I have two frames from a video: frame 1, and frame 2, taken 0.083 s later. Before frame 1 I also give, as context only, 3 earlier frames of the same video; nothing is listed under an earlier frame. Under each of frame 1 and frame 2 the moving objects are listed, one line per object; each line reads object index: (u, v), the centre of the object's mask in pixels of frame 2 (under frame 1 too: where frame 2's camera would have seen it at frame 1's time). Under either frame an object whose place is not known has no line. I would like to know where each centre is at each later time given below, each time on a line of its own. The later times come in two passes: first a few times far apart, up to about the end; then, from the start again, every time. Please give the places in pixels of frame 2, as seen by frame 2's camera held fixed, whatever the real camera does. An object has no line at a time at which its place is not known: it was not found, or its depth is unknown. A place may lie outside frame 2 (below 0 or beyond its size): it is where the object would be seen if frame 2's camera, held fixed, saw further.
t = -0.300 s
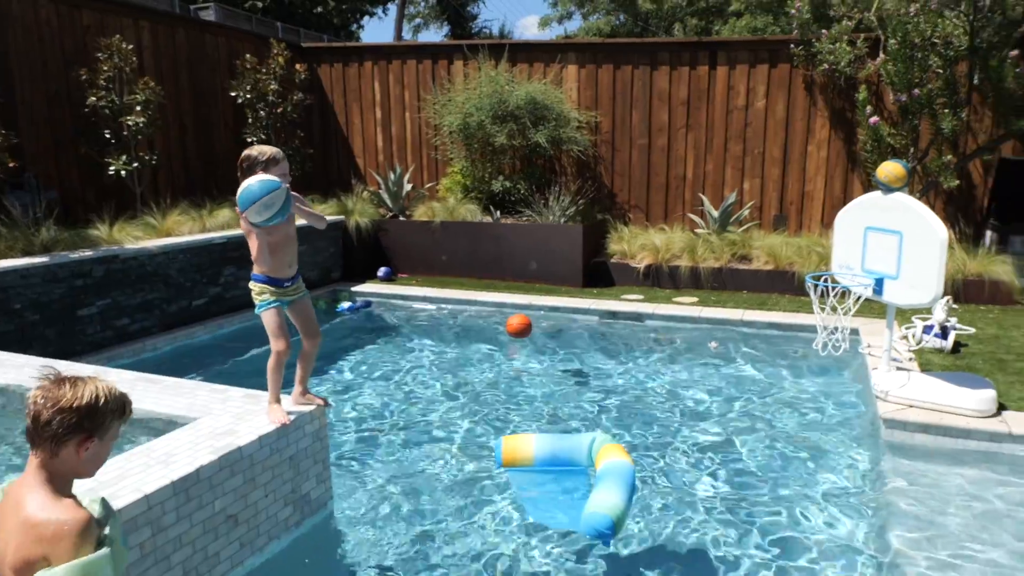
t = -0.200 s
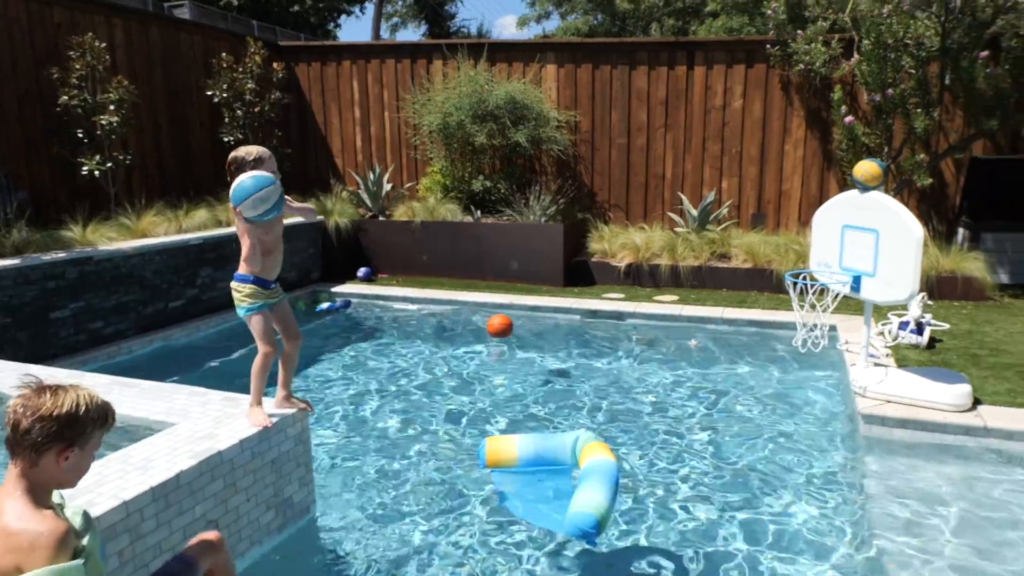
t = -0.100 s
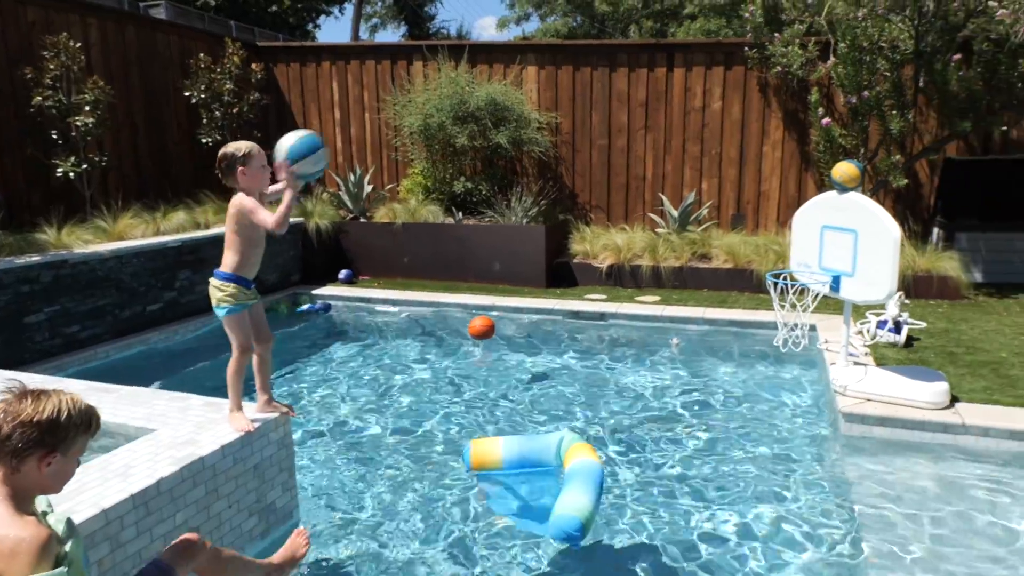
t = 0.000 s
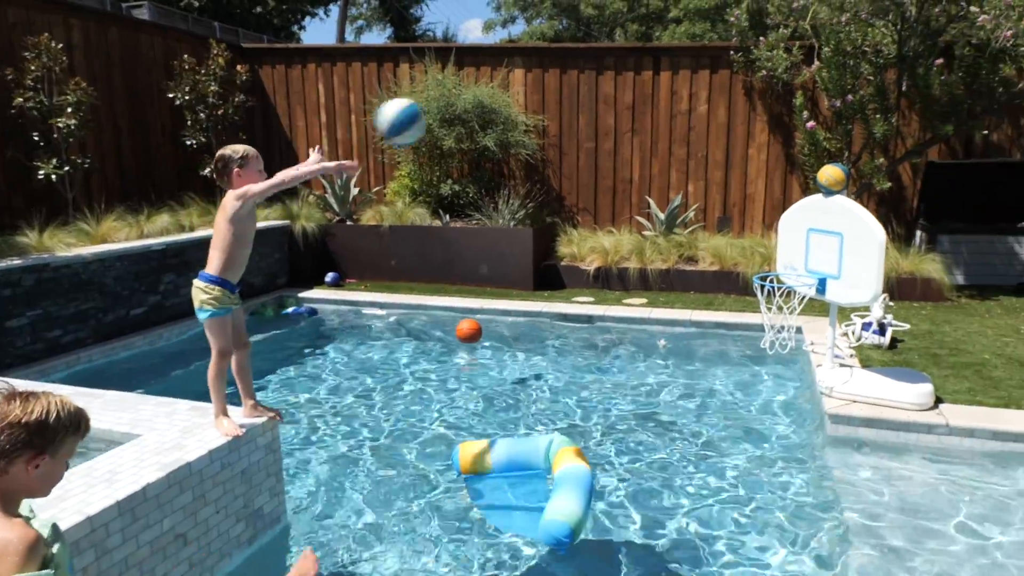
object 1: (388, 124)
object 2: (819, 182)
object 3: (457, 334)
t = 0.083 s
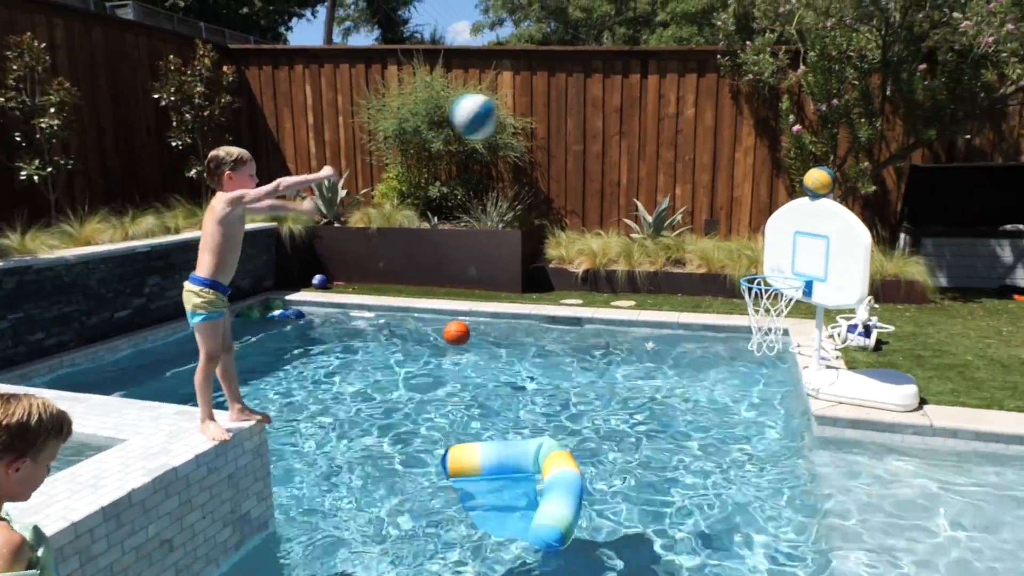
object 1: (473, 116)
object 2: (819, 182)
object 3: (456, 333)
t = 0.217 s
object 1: (589, 134)
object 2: (819, 182)
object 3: (455, 332)
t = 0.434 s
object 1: (728, 222)
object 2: (819, 182)
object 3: (453, 333)
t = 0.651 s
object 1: (792, 244)
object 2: (818, 181)
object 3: (453, 332)
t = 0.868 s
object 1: (798, 214)
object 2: (809, 182)
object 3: (450, 332)
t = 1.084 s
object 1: (799, 277)
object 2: (786, 203)
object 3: (448, 334)
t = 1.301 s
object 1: (791, 445)
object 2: (759, 286)
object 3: (447, 332)
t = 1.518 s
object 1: (789, 516)
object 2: (735, 405)
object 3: (447, 331)
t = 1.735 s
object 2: (729, 401)
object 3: (446, 332)
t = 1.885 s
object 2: (722, 382)
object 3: (444, 333)
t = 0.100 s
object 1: (489, 116)
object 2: (819, 182)
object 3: (456, 333)
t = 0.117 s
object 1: (505, 117)
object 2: (819, 182)
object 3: (456, 333)
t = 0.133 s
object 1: (520, 119)
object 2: (819, 182)
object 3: (456, 333)
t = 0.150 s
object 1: (534, 121)
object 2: (819, 182)
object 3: (456, 333)
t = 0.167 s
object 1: (548, 123)
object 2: (819, 182)
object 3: (455, 333)
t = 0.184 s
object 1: (562, 127)
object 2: (819, 182)
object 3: (455, 332)
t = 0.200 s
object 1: (575, 130)
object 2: (819, 182)
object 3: (455, 332)
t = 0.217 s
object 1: (589, 134)
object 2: (819, 182)
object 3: (455, 332)
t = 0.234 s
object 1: (601, 139)
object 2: (819, 182)
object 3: (455, 332)
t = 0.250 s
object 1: (613, 144)
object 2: (819, 182)
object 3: (455, 332)
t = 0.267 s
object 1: (625, 149)
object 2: (819, 182)
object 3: (455, 332)
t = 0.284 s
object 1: (637, 155)
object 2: (819, 182)
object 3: (455, 332)
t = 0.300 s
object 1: (648, 161)
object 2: (819, 182)
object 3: (454, 332)
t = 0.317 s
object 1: (659, 168)
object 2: (819, 182)
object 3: (454, 332)
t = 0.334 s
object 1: (670, 174)
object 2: (819, 182)
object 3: (454, 332)
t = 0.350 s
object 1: (680, 182)
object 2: (819, 182)
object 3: (454, 332)
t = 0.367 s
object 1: (691, 189)
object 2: (819, 182)
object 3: (454, 332)
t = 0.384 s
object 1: (701, 198)
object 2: (819, 182)
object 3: (454, 332)
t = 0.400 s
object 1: (710, 206)
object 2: (819, 182)
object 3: (454, 332)
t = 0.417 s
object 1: (719, 214)
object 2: (819, 182)
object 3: (453, 332)
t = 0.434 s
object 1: (728, 222)
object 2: (819, 182)
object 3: (453, 333)
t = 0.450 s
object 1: (737, 231)
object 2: (819, 182)
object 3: (453, 333)
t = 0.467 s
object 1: (745, 240)
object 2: (819, 182)
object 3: (453, 333)
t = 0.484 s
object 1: (752, 249)
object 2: (819, 182)
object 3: (453, 333)
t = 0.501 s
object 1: (759, 259)
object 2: (819, 182)
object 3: (453, 333)
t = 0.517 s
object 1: (767, 269)
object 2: (819, 182)
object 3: (453, 333)
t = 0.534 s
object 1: (774, 271)
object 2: (819, 182)
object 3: (453, 333)
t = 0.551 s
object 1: (781, 271)
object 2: (818, 182)
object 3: (453, 333)
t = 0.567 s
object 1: (787, 272)
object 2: (819, 181)
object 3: (453, 333)
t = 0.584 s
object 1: (789, 266)
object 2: (819, 181)
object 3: (453, 333)
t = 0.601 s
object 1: (788, 261)
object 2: (818, 181)
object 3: (453, 332)
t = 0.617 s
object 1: (790, 254)
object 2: (819, 181)
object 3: (453, 332)
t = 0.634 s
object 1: (790, 249)
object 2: (819, 181)
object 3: (453, 332)
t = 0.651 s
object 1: (792, 244)
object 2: (818, 181)
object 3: (453, 332)
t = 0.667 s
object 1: (793, 239)
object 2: (818, 182)
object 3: (452, 332)
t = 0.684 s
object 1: (793, 235)
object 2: (817, 182)
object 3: (452, 332)
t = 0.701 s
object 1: (794, 231)
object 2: (816, 182)
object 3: (452, 332)
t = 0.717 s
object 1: (794, 226)
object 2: (815, 182)
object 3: (452, 332)
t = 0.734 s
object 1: (795, 222)
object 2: (815, 182)
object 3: (452, 332)
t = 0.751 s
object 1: (796, 219)
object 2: (814, 182)
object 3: (452, 332)
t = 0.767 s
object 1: (795, 218)
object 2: (813, 182)
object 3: (452, 332)
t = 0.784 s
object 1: (796, 216)
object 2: (812, 182)
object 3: (451, 331)
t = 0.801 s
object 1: (796, 215)
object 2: (811, 182)
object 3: (451, 332)
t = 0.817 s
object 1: (796, 214)
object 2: (811, 182)
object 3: (451, 332)
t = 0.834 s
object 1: (797, 214)
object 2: (810, 182)
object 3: (451, 332)
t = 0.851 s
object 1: (797, 214)
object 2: (810, 182)
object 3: (451, 332)
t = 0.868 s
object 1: (798, 214)
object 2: (809, 182)
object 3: (450, 332)
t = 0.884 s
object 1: (798, 216)
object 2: (809, 183)
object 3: (450, 332)
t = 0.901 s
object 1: (799, 218)
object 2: (807, 184)
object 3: (450, 332)
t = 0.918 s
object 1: (799, 220)
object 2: (805, 184)
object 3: (450, 333)
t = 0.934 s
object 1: (799, 222)
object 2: (804, 185)
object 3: (449, 333)
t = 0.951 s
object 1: (799, 227)
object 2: (803, 185)
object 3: (449, 333)
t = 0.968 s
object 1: (799, 231)
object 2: (801, 185)
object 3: (449, 333)
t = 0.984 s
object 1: (799, 235)
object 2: (799, 188)
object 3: (449, 334)
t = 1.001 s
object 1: (801, 242)
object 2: (797, 190)
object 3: (449, 334)
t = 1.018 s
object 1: (799, 247)
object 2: (795, 191)
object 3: (449, 334)
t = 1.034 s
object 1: (798, 254)
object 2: (793, 193)
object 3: (449, 334)
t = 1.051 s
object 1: (799, 260)
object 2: (790, 196)
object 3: (448, 334)
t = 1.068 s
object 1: (799, 268)
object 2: (788, 199)
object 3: (448, 334)
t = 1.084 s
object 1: (799, 277)
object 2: (786, 203)
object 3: (448, 334)
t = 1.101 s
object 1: (799, 287)
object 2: (784, 207)
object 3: (448, 334)
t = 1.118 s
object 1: (798, 296)
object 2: (781, 211)
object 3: (448, 334)
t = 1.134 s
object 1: (799, 305)
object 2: (779, 216)
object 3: (447, 334)
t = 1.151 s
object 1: (797, 317)
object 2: (777, 222)
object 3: (447, 334)
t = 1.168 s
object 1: (797, 327)
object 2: (774, 227)
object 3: (447, 334)
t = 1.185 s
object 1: (797, 341)
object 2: (772, 234)
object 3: (447, 334)
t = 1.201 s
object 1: (796, 355)
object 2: (771, 240)
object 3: (447, 333)
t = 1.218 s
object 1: (796, 368)
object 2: (768, 247)
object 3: (447, 333)
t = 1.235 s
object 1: (796, 380)
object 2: (766, 254)
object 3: (447, 333)
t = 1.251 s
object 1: (793, 397)
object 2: (764, 262)
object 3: (447, 333)
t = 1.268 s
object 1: (793, 411)
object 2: (763, 270)
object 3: (447, 333)
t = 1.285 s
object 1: (793, 427)
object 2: (761, 278)
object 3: (447, 332)
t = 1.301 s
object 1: (791, 445)
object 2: (759, 286)
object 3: (447, 332)
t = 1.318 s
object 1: (791, 464)
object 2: (756, 294)
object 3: (447, 332)
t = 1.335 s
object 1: (789, 482)
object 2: (755, 302)
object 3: (447, 331)
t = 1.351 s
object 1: (789, 494)
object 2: (753, 311)
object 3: (447, 331)
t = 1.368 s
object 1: (788, 501)
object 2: (751, 320)
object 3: (447, 331)
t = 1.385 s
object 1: (787, 507)
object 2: (749, 331)
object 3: (447, 331)
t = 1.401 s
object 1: (787, 512)
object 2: (747, 339)
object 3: (447, 331)
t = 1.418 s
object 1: (786, 514)
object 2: (746, 350)
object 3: (448, 331)
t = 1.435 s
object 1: (787, 516)
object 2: (744, 360)
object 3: (448, 331)
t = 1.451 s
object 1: (789, 519)
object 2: (742, 370)
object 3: (448, 331)
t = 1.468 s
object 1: (787, 517)
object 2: (739, 383)
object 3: (448, 331)
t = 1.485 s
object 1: (787, 517)
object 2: (737, 395)
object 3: (448, 331)
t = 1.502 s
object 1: (786, 517)
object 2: (735, 402)
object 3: (448, 331)
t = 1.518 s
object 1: (789, 516)
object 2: (735, 405)
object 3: (447, 331)
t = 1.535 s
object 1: (791, 512)
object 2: (734, 413)
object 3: (447, 331)
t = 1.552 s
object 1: (791, 512)
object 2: (735, 413)
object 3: (447, 331)
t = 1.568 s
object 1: (792, 510)
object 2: (734, 414)
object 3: (447, 331)
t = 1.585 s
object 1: (794, 507)
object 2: (733, 415)
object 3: (447, 331)
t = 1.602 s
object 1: (795, 502)
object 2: (733, 414)
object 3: (447, 331)
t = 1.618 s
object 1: (796, 498)
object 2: (733, 414)
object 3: (447, 331)
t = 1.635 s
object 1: (797, 496)
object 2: (733, 414)
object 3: (447, 331)
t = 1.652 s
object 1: (799, 495)
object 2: (732, 413)
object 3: (447, 331)
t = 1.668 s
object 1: (799, 493)
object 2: (731, 411)
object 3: (447, 331)
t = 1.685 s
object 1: (800, 492)
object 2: (731, 409)
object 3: (447, 331)
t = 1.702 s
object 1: (802, 492)
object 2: (730, 408)
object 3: (446, 331)
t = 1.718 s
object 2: (729, 404)
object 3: (446, 331)
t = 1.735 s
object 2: (729, 401)
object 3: (446, 332)
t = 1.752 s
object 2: (728, 397)
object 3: (446, 332)
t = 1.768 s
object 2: (727, 394)
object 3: (445, 332)
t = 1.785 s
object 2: (727, 391)
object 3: (445, 332)
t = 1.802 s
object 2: (726, 389)
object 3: (445, 332)
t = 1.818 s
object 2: (725, 386)
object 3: (444, 332)
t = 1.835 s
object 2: (725, 385)
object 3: (444, 333)
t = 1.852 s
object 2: (724, 383)
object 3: (444, 333)
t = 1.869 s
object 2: (723, 382)
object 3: (444, 333)
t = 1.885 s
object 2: (722, 382)
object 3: (444, 333)
